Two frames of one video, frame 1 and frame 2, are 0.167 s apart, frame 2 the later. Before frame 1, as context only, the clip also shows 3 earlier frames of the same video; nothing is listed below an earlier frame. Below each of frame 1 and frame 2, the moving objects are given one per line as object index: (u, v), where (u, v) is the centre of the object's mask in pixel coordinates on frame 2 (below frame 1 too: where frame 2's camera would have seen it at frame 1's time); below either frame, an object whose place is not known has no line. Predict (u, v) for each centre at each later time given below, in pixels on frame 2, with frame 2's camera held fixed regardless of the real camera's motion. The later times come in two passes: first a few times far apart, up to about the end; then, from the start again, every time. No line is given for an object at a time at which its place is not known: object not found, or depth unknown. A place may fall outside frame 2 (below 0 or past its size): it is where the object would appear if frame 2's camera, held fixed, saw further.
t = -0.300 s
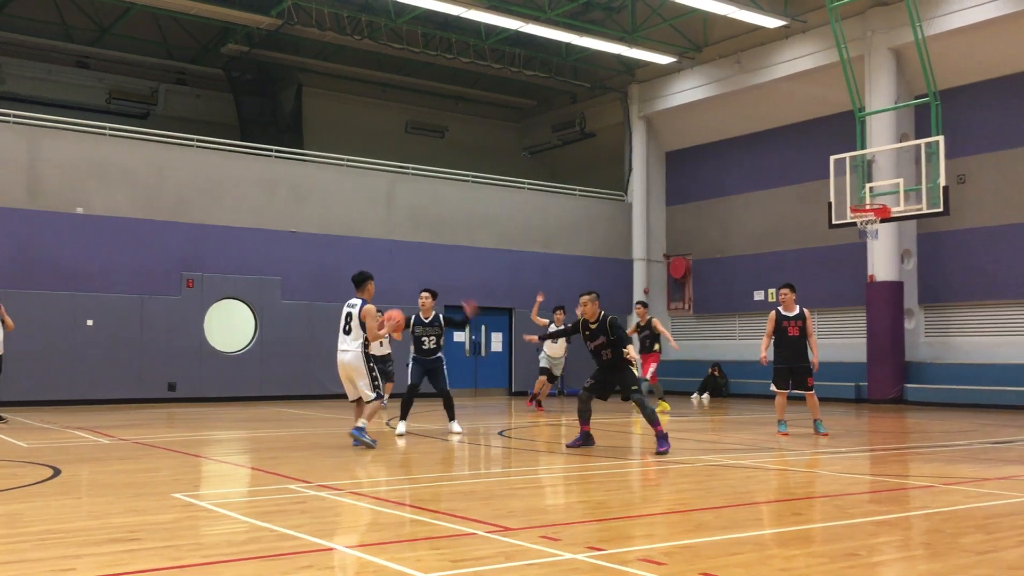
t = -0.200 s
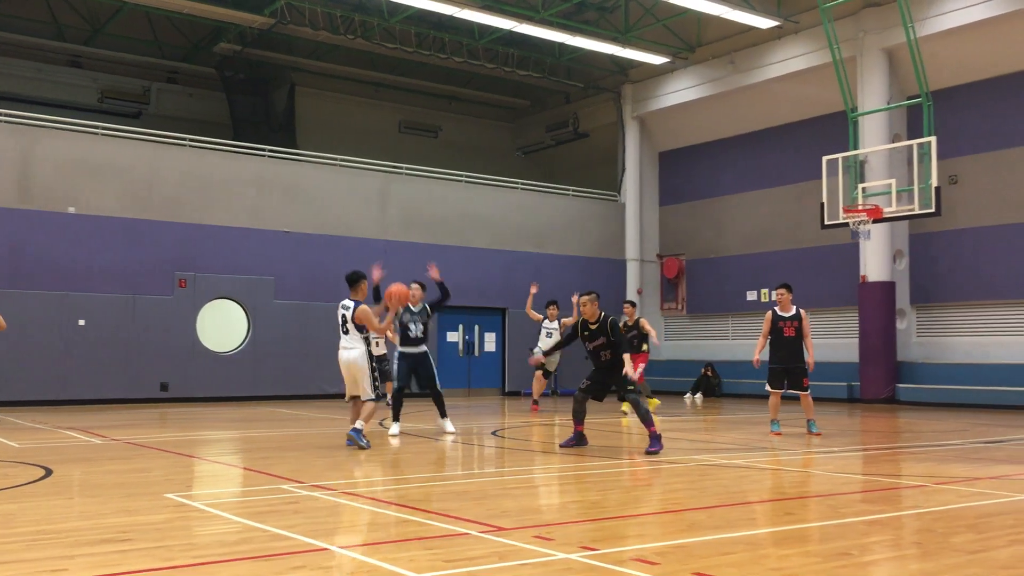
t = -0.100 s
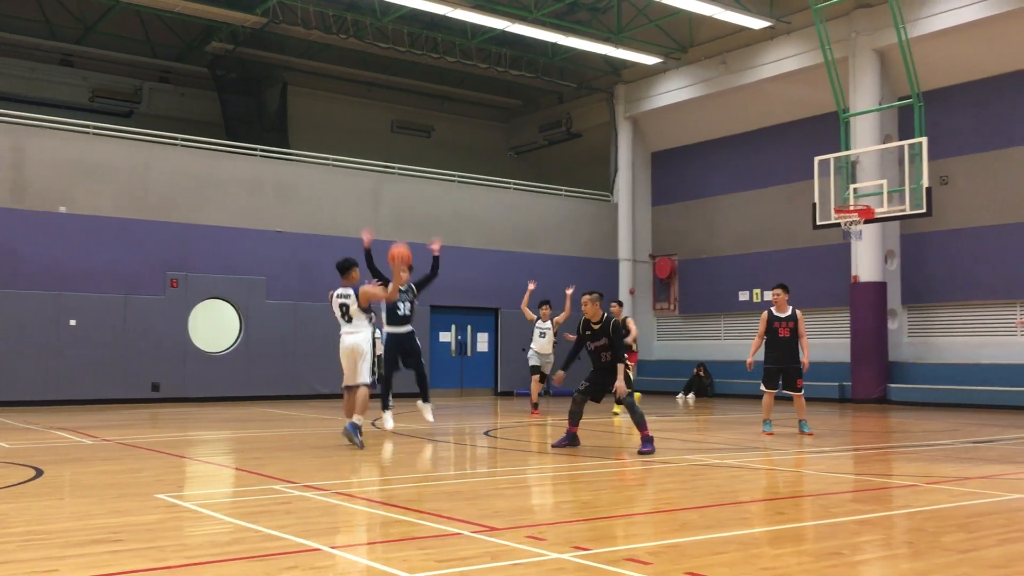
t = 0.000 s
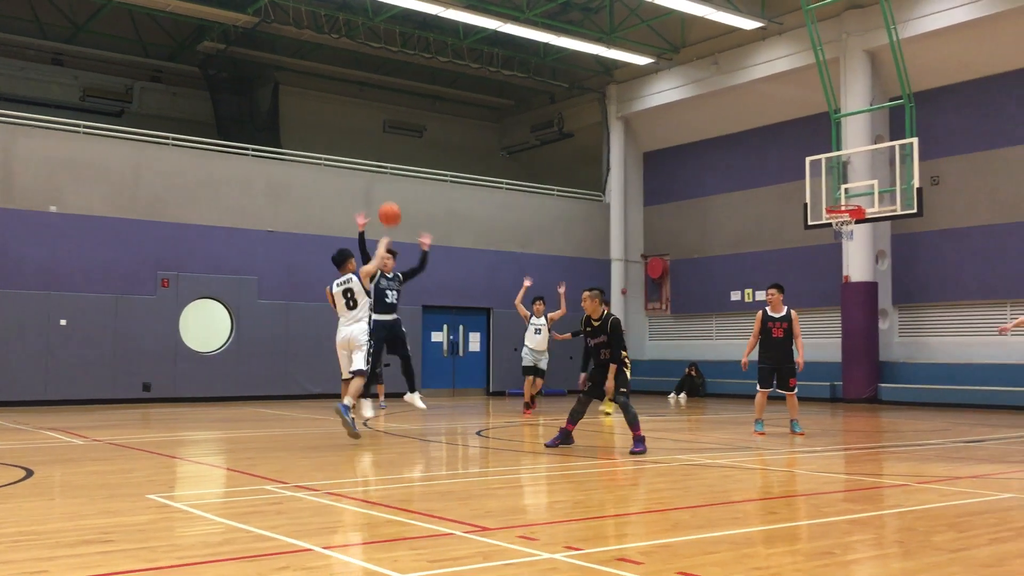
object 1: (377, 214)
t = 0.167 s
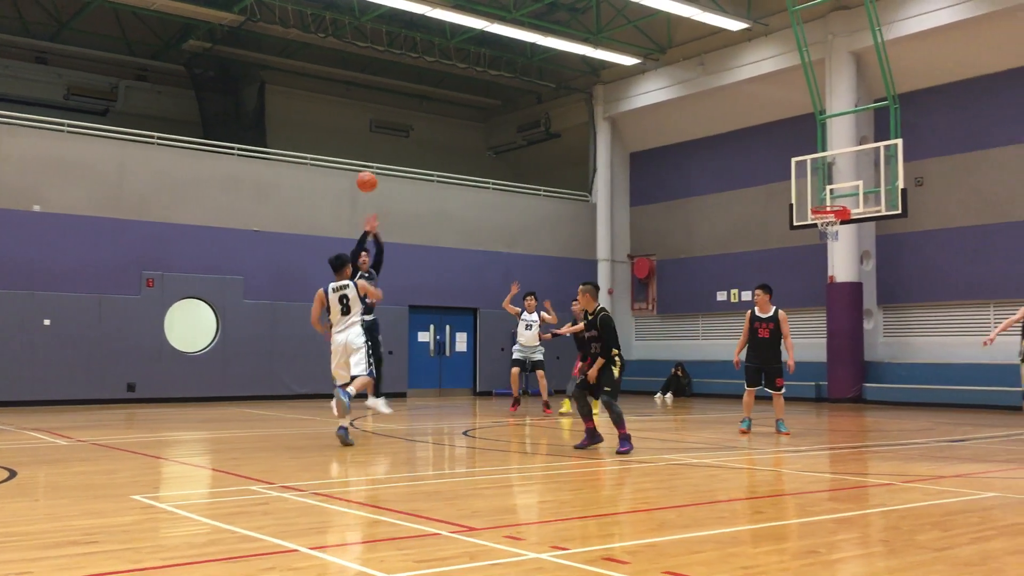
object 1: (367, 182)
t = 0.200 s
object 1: (365, 179)
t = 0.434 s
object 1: (357, 179)
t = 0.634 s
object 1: (350, 205)
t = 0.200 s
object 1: (365, 179)
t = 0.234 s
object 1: (364, 176)
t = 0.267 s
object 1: (363, 175)
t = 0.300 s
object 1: (361, 174)
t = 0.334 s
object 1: (360, 174)
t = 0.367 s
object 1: (359, 175)
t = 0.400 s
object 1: (358, 176)
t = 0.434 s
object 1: (357, 179)
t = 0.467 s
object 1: (356, 182)
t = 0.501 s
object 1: (354, 185)
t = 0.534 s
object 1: (353, 189)
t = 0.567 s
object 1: (352, 194)
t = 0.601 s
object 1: (351, 199)
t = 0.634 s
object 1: (350, 205)
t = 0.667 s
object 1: (350, 210)
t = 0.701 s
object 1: (349, 216)
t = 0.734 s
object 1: (348, 223)
